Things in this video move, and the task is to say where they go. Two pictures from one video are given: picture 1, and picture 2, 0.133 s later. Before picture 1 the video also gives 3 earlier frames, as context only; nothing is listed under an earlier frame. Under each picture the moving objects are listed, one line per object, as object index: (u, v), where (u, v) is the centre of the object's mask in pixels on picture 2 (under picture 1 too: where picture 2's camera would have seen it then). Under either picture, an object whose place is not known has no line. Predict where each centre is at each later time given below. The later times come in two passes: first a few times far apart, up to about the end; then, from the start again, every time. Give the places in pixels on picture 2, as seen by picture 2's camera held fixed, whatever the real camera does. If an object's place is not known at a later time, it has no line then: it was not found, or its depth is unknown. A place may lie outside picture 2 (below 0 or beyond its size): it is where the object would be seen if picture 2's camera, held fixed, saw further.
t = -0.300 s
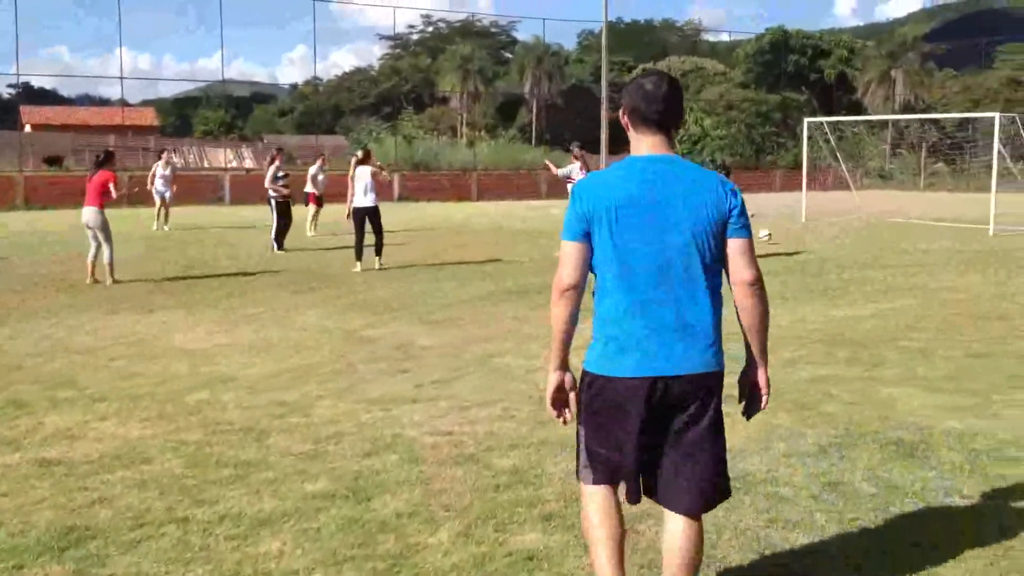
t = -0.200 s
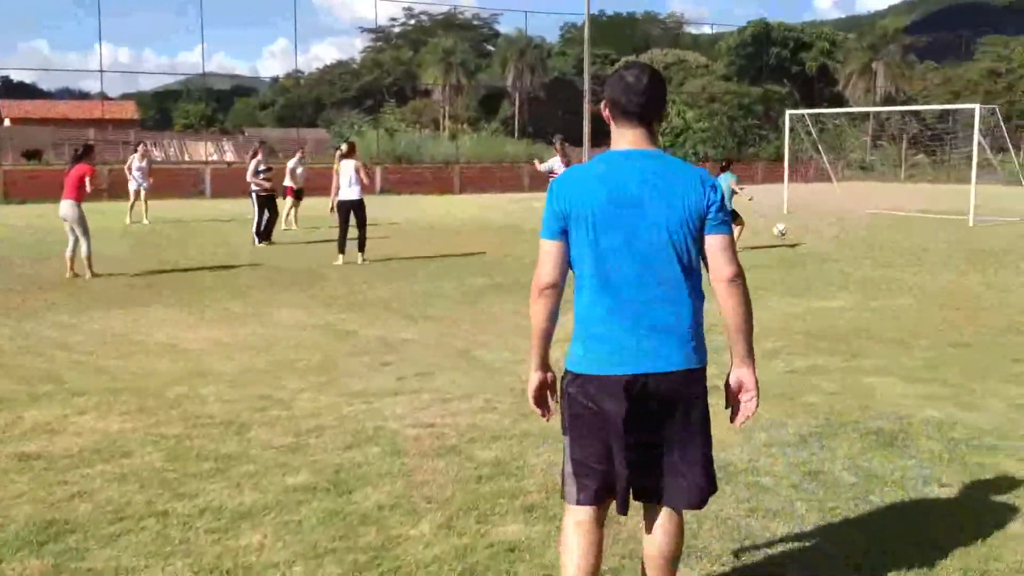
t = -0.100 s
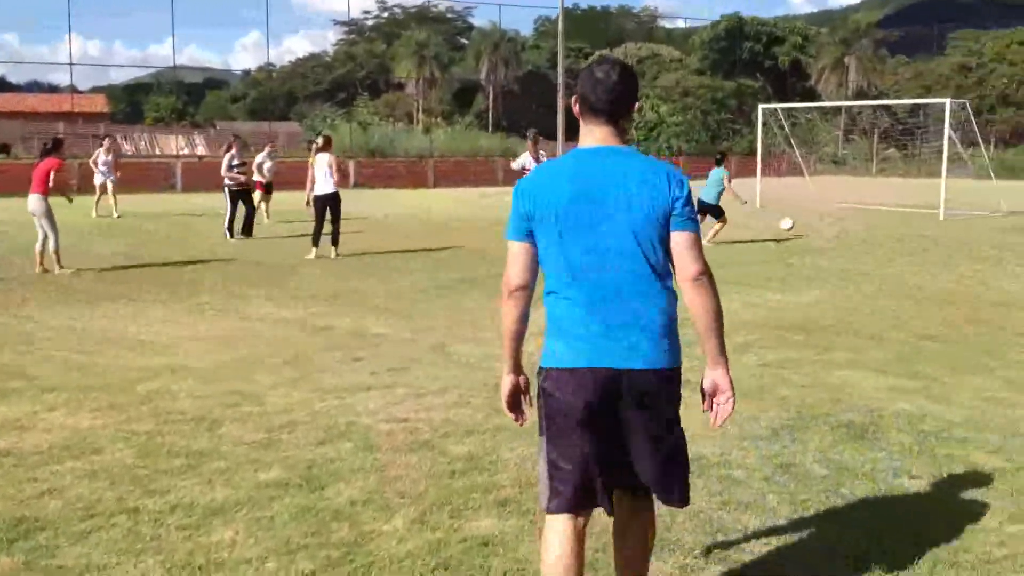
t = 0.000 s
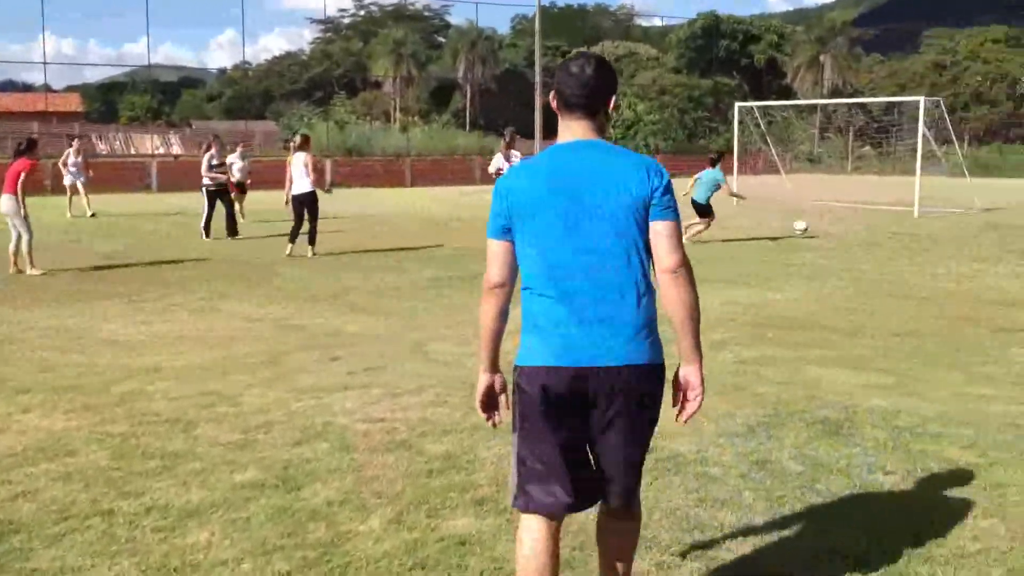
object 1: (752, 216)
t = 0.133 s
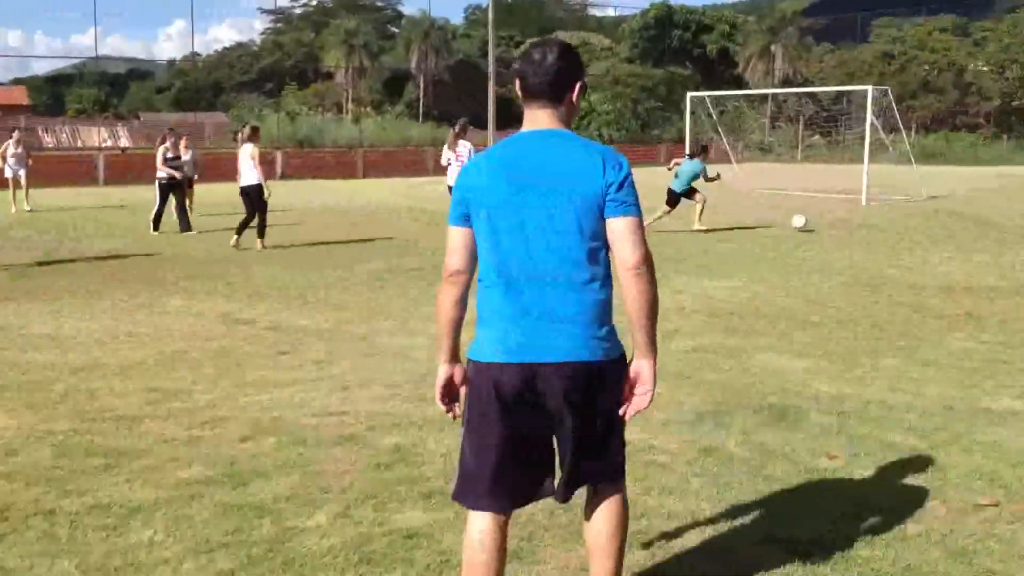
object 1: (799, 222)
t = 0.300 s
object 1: (862, 229)
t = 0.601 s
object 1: (976, 236)
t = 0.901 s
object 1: (1095, 248)
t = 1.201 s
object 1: (1227, 258)
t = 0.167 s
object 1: (811, 221)
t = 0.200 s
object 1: (824, 222)
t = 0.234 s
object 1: (836, 223)
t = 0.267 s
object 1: (849, 226)
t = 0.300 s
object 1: (862, 229)
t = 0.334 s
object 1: (877, 232)
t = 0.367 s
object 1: (890, 233)
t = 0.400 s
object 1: (900, 231)
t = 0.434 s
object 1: (913, 229)
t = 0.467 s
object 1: (925, 229)
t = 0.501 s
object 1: (938, 229)
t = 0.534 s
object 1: (950, 231)
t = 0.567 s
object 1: (962, 233)
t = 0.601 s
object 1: (976, 236)
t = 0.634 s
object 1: (990, 240)
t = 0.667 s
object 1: (1004, 243)
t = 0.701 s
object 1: (1015, 242)
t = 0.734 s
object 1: (1028, 243)
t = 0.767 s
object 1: (1041, 243)
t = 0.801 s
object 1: (1055, 244)
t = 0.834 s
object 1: (1068, 247)
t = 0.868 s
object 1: (1081, 249)
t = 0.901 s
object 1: (1095, 248)
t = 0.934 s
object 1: (1110, 249)
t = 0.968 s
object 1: (1122, 249)
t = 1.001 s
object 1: (1136, 251)
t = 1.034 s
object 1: (1151, 254)
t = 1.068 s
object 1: (1166, 257)
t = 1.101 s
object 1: (1180, 257)
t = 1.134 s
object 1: (1195, 257)
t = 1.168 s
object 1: (1212, 258)
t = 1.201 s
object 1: (1227, 258)
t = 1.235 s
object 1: (1244, 259)
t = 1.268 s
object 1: (1259, 262)
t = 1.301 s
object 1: (1275, 265)
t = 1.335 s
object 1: (1292, 266)
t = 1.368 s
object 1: (1309, 267)
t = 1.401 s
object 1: (1325, 268)
